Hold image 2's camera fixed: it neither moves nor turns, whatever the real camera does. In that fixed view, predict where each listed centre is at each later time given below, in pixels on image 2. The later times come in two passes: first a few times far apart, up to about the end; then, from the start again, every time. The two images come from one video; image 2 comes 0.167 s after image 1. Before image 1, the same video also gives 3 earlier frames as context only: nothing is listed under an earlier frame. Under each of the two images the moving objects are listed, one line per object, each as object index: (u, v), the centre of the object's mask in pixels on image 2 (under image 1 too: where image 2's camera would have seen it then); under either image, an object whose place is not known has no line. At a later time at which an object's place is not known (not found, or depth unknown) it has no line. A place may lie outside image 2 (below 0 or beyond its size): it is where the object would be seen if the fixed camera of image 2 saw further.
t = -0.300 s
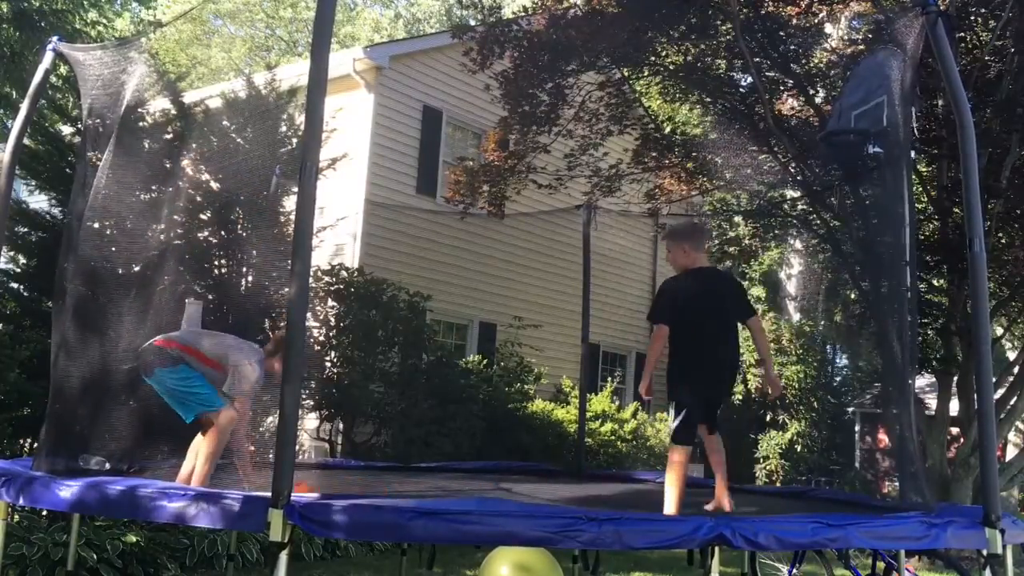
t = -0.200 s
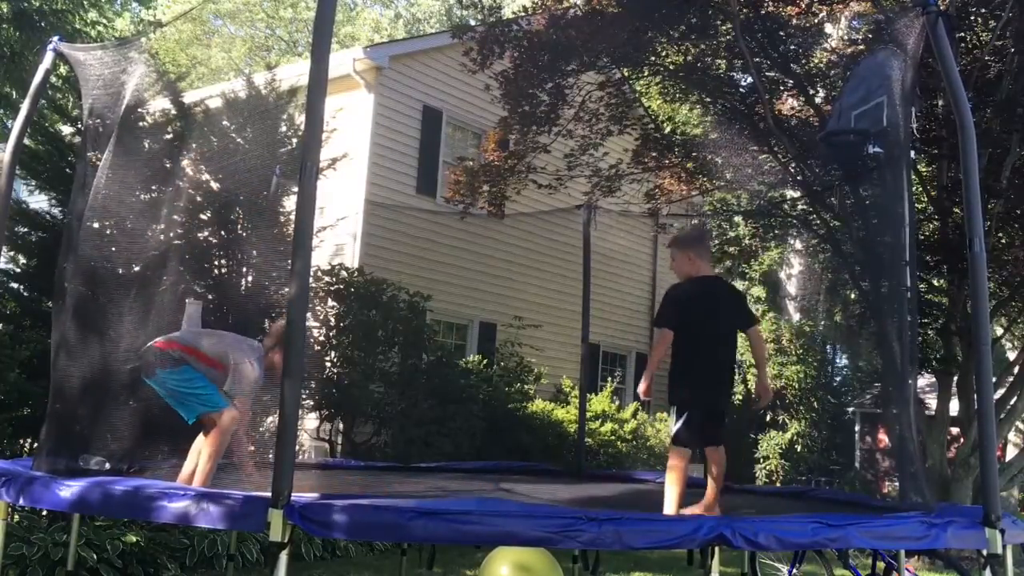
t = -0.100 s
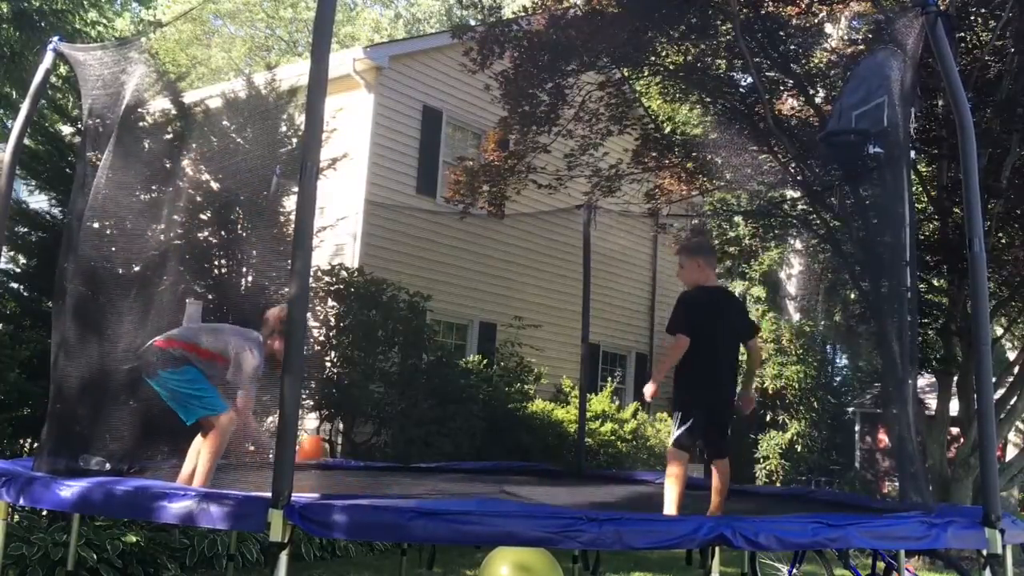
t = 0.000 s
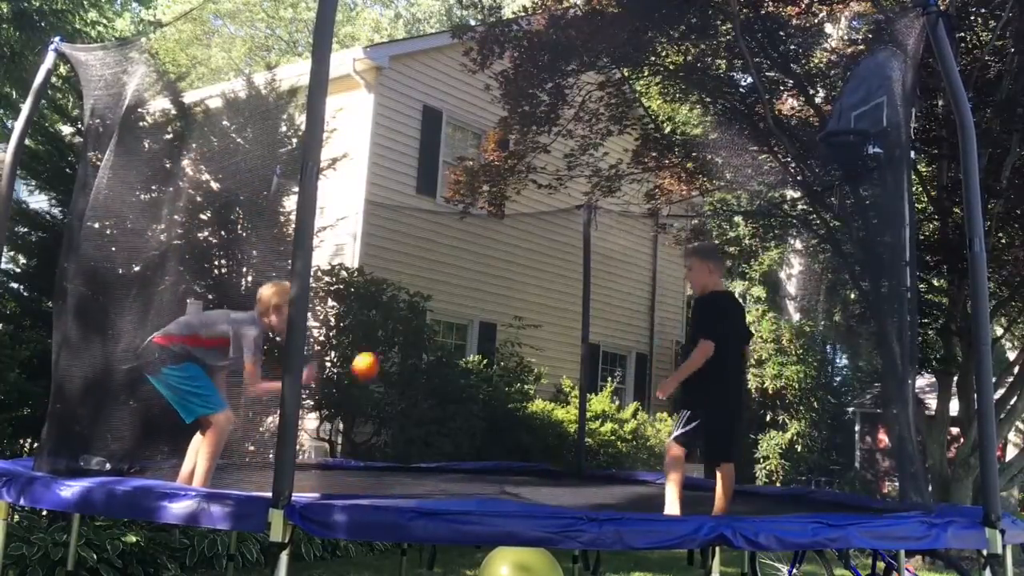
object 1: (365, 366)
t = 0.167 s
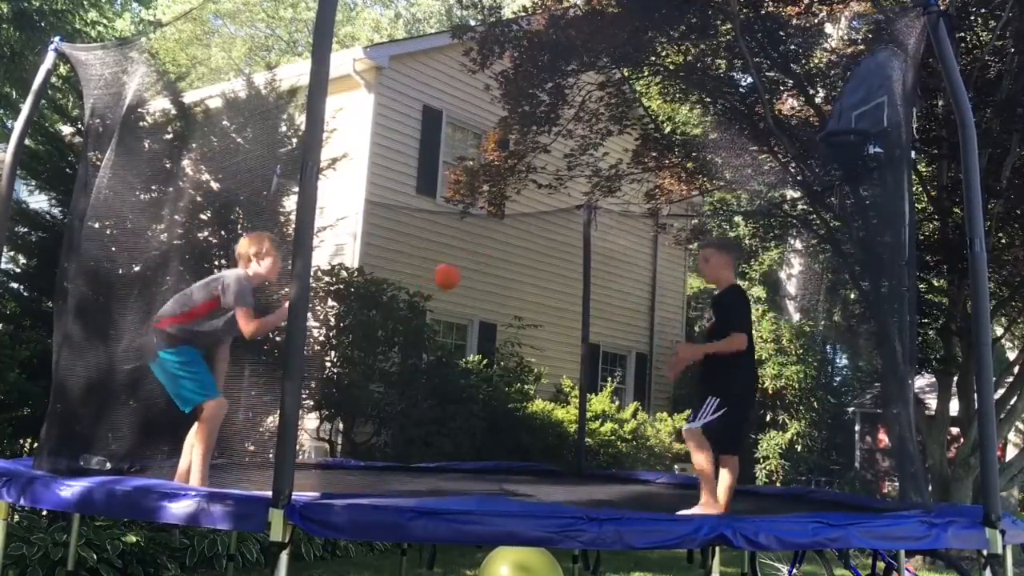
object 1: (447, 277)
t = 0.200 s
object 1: (462, 266)
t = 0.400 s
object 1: (550, 247)
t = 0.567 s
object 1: (623, 294)
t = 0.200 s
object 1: (462, 266)
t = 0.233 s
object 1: (477, 257)
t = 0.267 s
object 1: (492, 250)
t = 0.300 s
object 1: (507, 246)
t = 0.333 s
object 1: (523, 244)
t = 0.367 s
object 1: (537, 244)
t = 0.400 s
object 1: (550, 247)
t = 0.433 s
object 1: (566, 252)
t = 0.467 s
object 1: (581, 259)
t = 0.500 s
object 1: (595, 268)
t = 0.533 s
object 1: (609, 281)
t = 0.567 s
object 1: (623, 294)
